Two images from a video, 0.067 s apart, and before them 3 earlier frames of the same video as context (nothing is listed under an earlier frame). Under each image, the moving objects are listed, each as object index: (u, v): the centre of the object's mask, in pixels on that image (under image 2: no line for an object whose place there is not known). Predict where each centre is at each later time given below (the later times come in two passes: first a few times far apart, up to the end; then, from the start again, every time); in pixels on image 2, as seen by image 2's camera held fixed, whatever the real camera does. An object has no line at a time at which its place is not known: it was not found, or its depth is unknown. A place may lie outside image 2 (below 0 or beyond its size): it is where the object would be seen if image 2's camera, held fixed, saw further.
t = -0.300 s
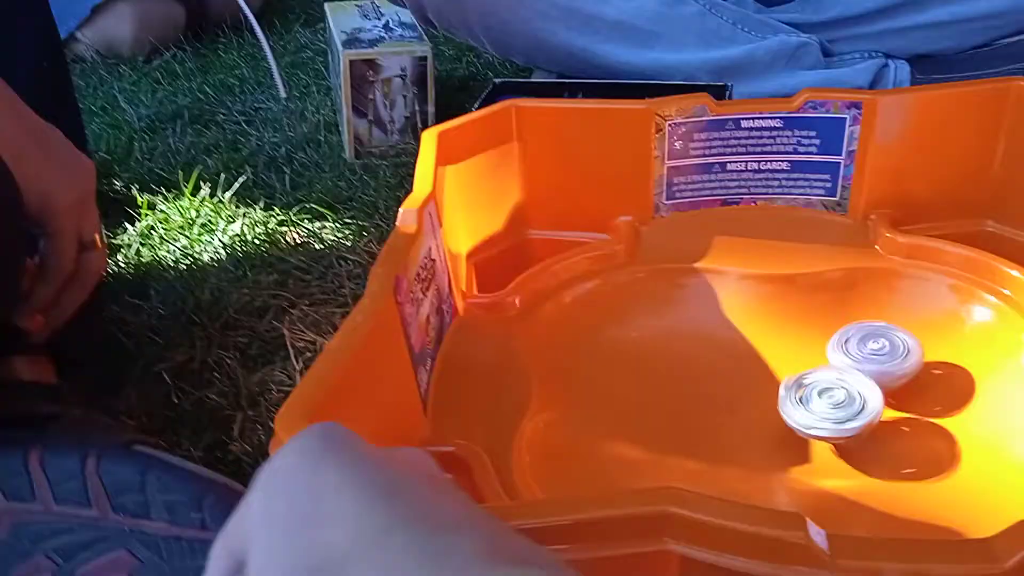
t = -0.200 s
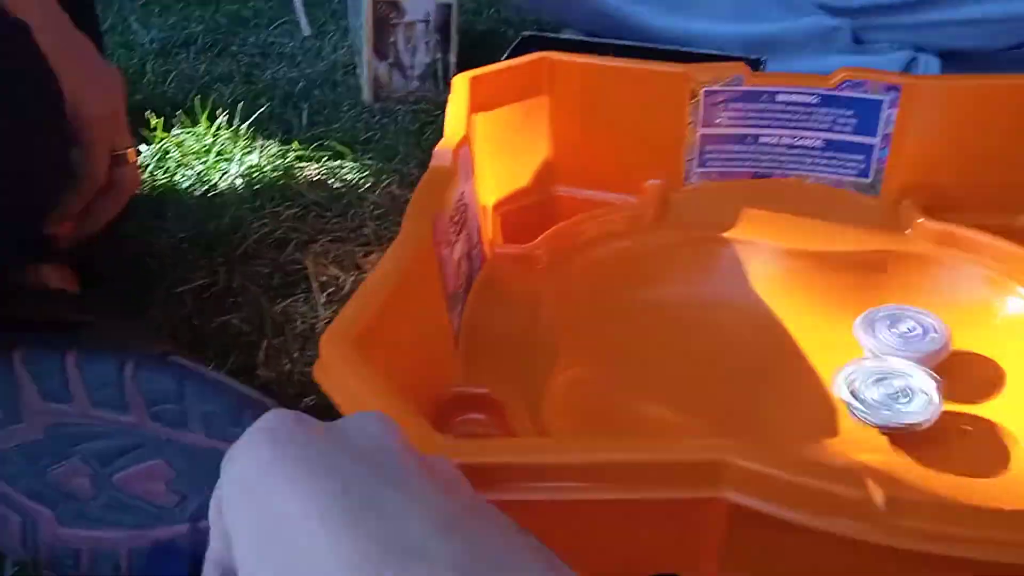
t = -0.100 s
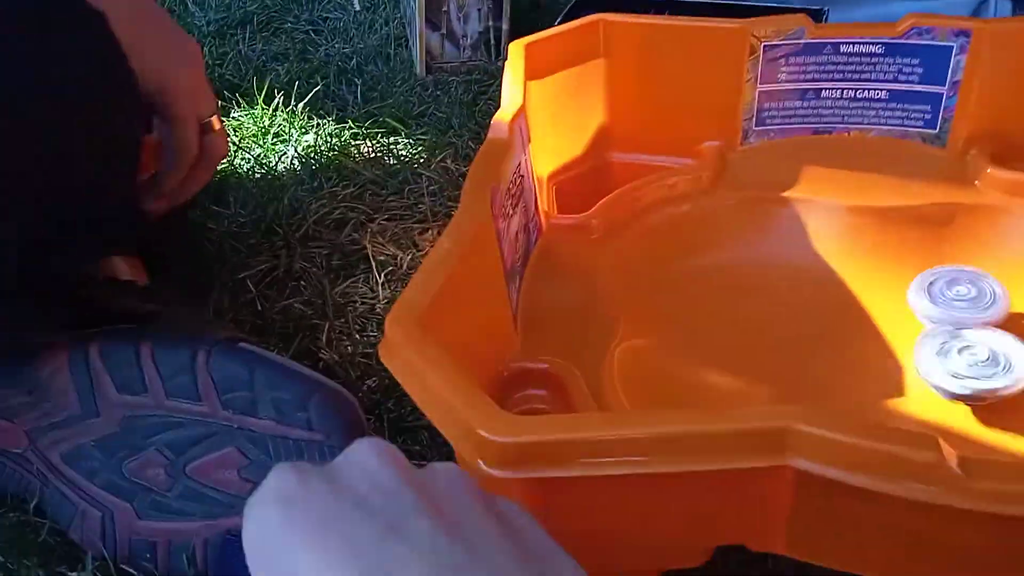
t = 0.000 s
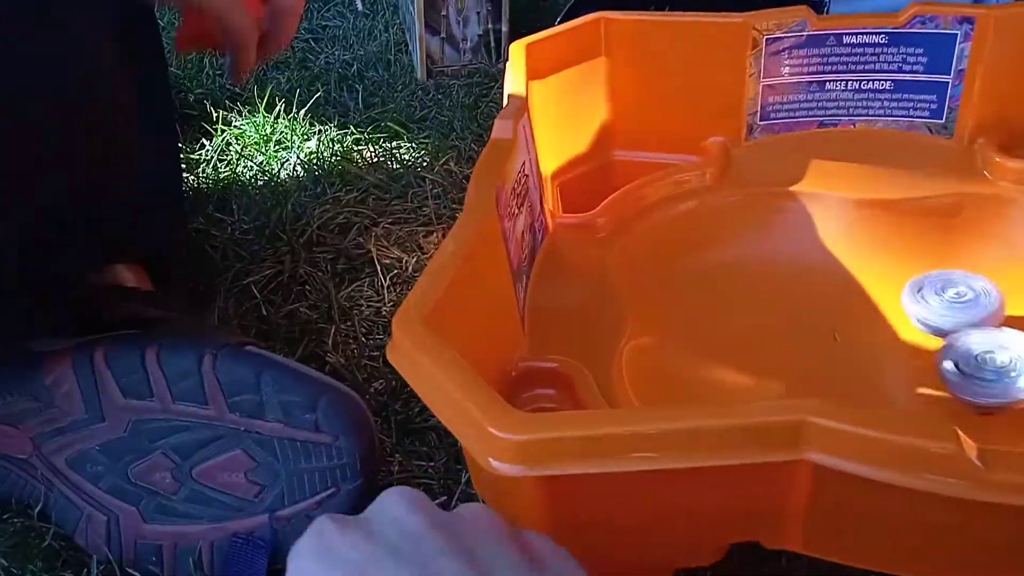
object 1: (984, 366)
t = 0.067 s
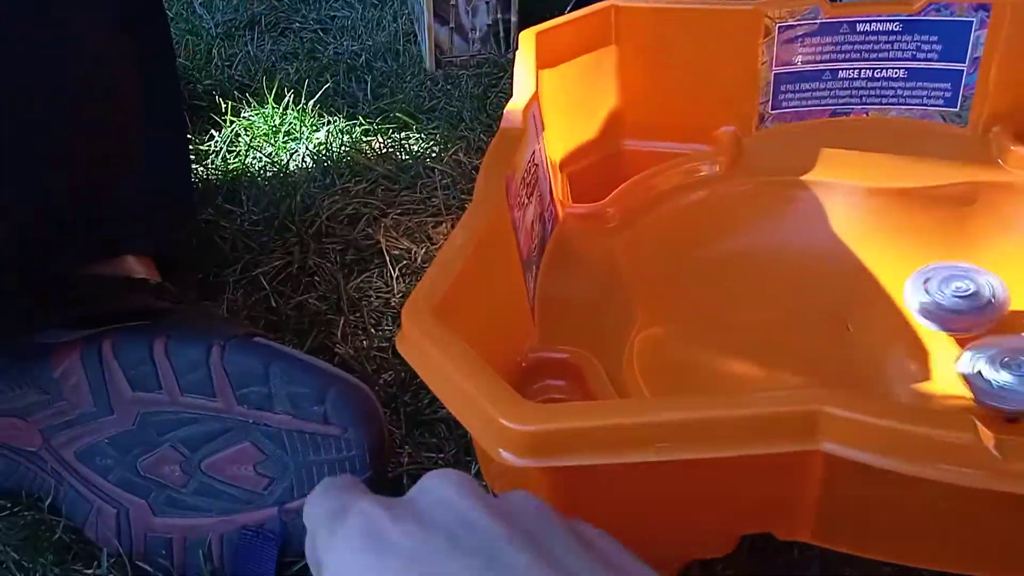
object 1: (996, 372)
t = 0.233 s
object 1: (1006, 399)
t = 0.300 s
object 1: (1009, 393)
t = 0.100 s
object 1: (994, 382)
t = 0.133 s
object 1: (998, 386)
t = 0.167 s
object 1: (1000, 394)
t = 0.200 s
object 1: (1004, 398)
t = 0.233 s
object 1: (1006, 399)
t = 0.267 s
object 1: (1007, 394)
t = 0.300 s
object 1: (1009, 393)
